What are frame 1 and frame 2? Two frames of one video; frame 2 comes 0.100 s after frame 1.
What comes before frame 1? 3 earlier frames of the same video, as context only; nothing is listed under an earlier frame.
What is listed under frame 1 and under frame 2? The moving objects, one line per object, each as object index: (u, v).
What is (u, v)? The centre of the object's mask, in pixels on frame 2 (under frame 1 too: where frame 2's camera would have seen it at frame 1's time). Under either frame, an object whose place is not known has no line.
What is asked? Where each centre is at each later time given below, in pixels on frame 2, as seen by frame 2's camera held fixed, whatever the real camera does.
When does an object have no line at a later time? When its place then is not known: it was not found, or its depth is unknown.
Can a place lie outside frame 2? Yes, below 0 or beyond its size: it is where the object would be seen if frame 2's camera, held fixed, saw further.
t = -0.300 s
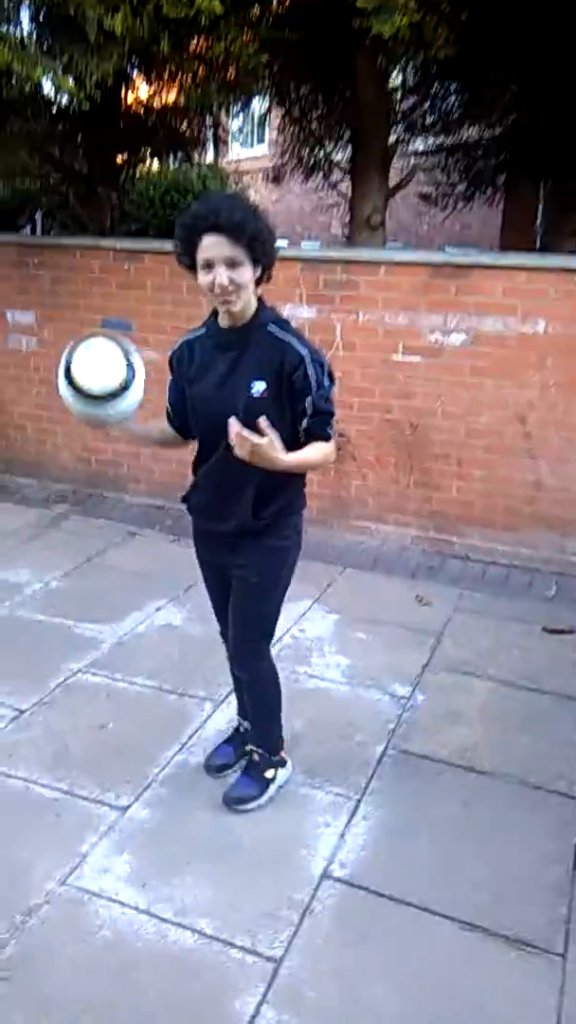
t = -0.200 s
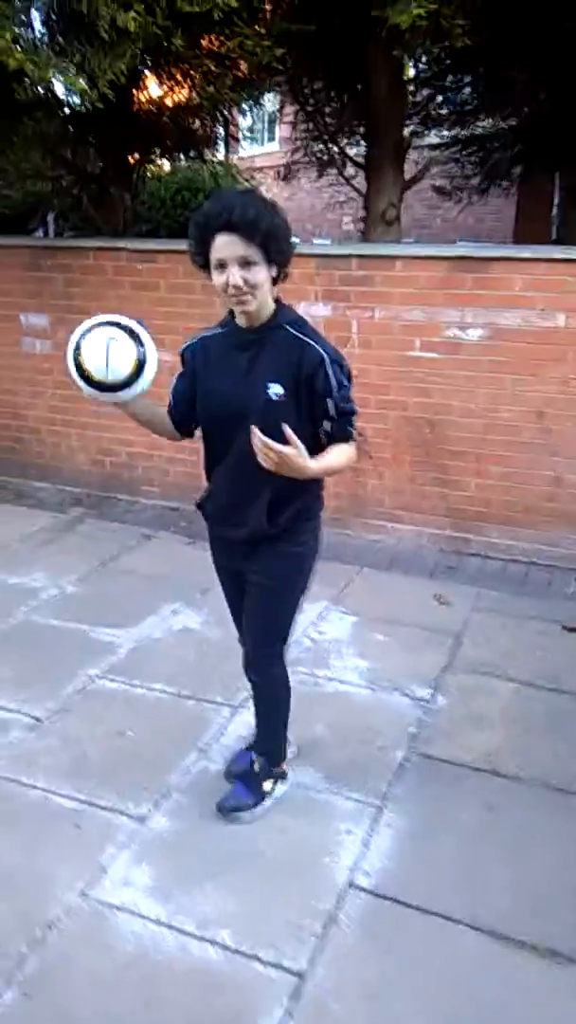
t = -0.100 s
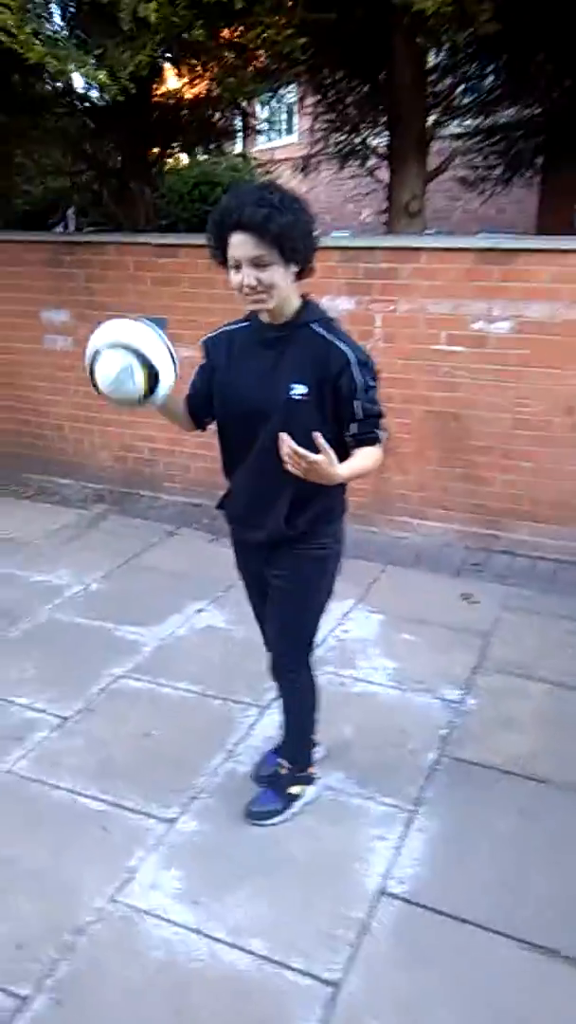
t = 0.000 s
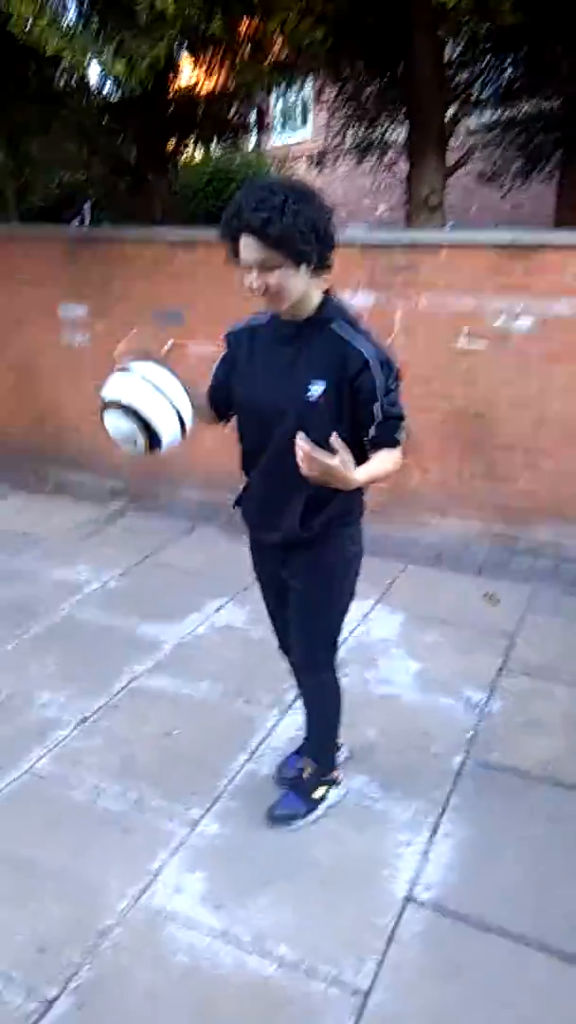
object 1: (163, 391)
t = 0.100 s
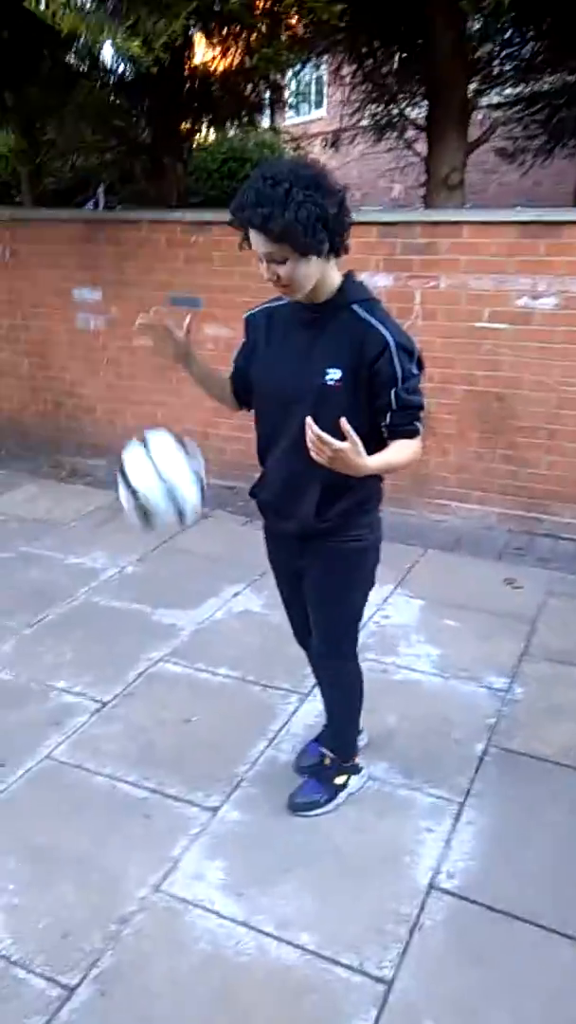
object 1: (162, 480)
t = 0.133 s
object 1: (159, 517)
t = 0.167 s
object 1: (160, 556)
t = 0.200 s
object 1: (160, 597)
